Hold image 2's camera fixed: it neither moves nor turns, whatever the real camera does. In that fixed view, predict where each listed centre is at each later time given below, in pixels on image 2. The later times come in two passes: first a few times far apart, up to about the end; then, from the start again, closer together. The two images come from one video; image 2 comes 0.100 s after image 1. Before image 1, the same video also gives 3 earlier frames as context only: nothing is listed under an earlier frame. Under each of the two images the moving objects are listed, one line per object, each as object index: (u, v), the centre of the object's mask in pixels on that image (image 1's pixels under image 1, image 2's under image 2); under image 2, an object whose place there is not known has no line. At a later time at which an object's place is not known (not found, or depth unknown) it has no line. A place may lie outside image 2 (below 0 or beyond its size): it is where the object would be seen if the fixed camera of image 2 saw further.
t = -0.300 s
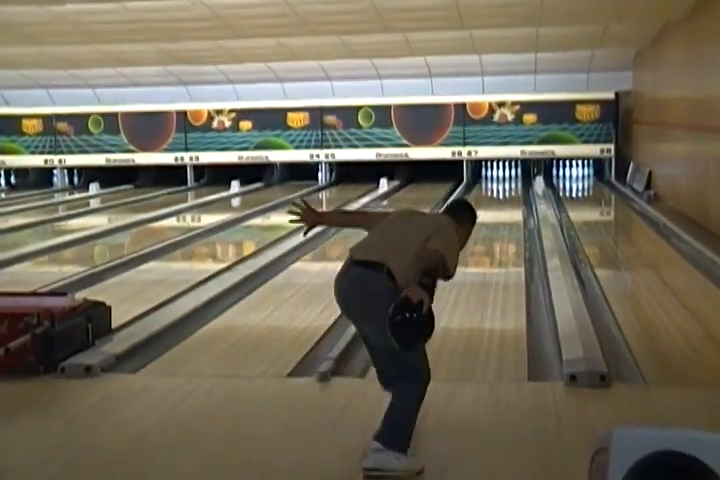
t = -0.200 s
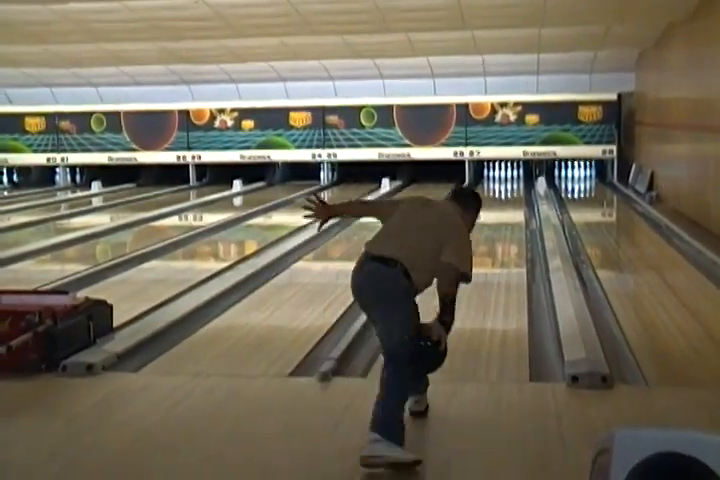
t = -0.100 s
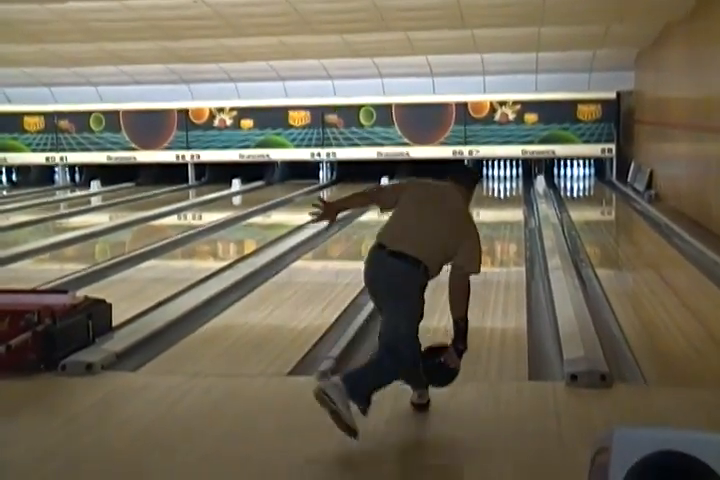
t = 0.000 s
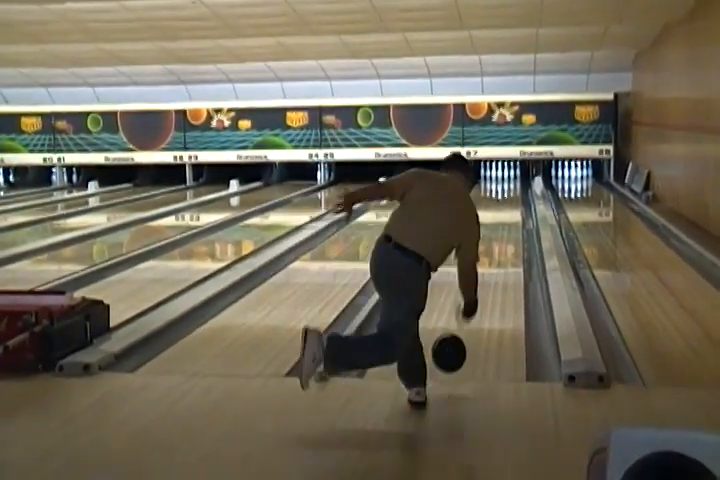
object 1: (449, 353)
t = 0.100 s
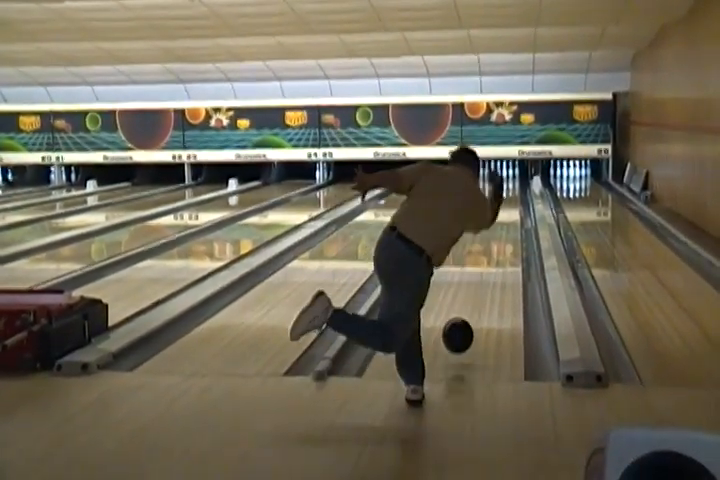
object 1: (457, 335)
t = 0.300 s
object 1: (473, 306)
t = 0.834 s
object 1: (492, 244)
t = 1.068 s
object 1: (498, 228)
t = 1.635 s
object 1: (508, 202)
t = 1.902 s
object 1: (509, 194)
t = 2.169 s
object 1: (508, 187)
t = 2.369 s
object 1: (507, 183)
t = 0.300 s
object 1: (473, 306)
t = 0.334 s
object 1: (477, 300)
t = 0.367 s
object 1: (484, 293)
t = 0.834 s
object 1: (492, 244)
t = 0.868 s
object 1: (494, 242)
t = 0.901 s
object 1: (496, 239)
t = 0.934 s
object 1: (496, 237)
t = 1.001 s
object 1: (497, 232)
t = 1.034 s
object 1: (498, 231)
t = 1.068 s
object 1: (498, 228)
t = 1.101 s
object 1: (498, 226)
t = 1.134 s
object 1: (498, 223)
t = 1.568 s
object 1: (507, 205)
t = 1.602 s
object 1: (507, 204)
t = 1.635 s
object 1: (508, 202)
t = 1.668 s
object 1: (508, 202)
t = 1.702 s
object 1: (508, 200)
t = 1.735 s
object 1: (508, 199)
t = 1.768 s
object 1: (509, 197)
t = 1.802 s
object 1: (509, 196)
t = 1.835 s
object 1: (509, 196)
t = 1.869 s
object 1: (508, 195)
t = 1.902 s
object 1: (509, 194)
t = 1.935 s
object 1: (509, 193)
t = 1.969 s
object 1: (508, 192)
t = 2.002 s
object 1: (509, 192)
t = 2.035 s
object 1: (508, 191)
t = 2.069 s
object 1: (509, 190)
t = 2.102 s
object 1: (508, 189)
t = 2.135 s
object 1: (508, 188)
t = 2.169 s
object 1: (508, 187)
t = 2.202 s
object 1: (509, 187)
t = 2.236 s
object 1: (508, 187)
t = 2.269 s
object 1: (509, 185)
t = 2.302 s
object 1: (509, 185)
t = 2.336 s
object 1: (508, 184)
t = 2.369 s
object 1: (507, 183)
